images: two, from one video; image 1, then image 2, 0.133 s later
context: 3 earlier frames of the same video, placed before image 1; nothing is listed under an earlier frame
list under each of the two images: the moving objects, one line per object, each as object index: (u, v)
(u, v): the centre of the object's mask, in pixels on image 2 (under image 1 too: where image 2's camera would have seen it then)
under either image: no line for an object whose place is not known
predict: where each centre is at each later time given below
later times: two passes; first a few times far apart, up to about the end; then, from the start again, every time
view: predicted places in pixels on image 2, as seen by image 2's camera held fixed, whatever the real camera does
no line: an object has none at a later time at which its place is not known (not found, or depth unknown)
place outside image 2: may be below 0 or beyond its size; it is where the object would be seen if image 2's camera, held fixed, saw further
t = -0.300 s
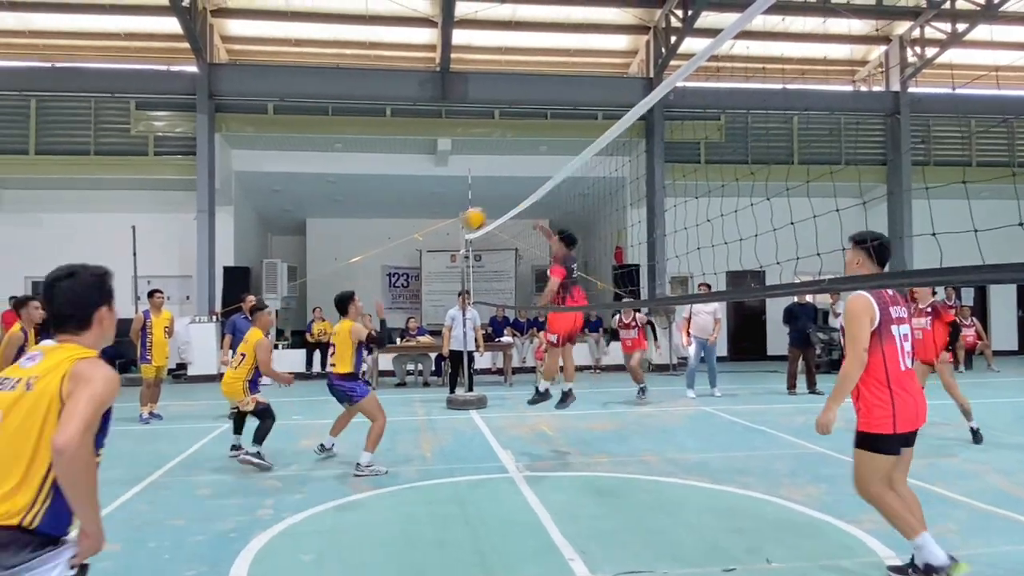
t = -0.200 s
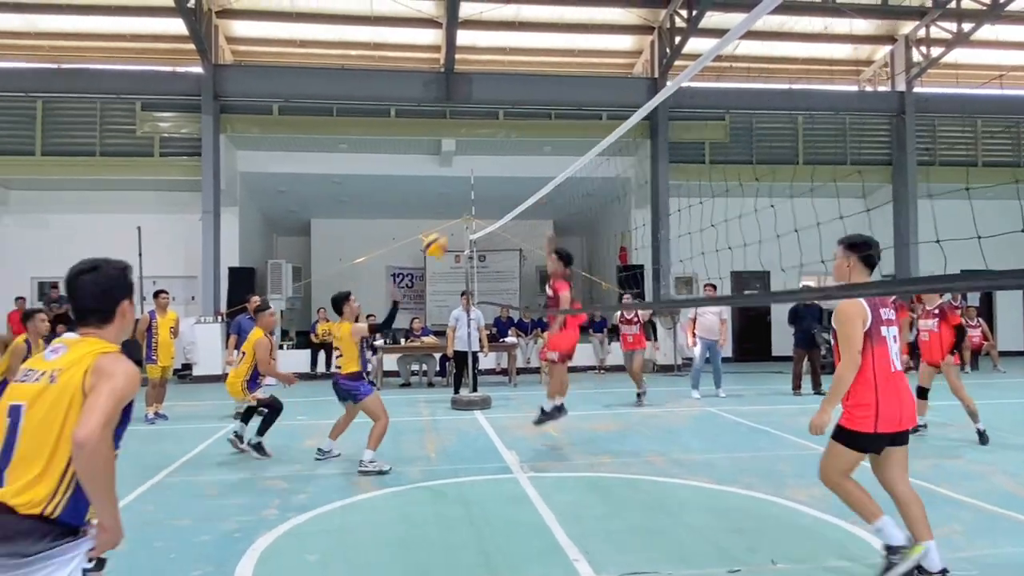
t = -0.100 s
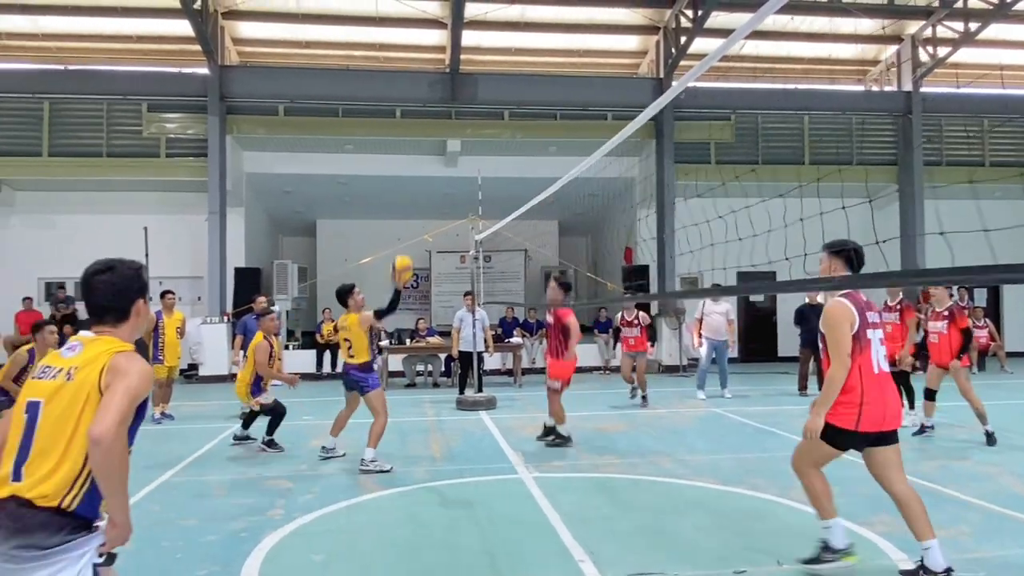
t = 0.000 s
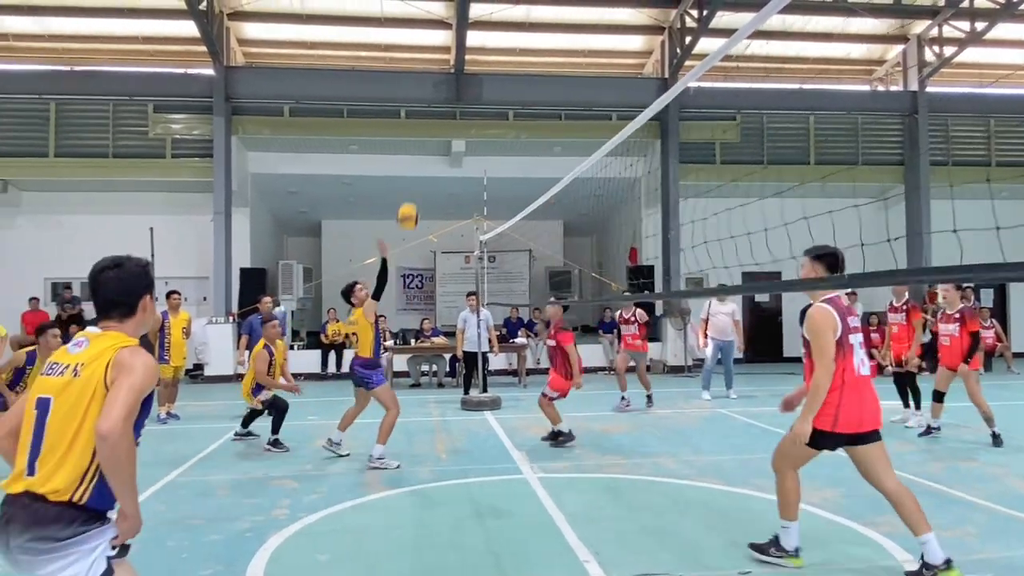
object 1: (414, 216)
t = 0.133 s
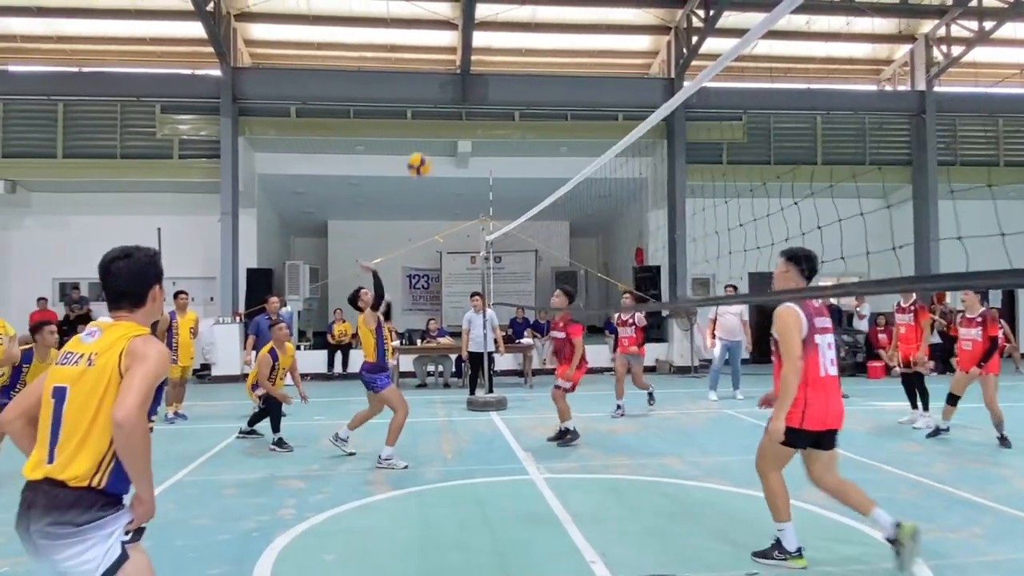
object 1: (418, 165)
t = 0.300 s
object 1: (424, 129)
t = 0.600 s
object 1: (434, 137)
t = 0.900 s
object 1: (442, 222)
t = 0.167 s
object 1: (420, 155)
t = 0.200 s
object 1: (421, 146)
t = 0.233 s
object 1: (422, 140)
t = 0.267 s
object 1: (423, 134)
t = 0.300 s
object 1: (424, 129)
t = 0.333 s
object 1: (425, 126)
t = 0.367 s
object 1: (426, 123)
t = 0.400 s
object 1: (427, 122)
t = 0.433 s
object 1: (428, 122)
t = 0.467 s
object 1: (429, 123)
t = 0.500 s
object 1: (430, 125)
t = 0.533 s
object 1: (432, 128)
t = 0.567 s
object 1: (433, 132)
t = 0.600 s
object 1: (434, 137)
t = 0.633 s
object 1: (435, 143)
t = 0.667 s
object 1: (436, 150)
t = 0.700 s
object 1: (437, 157)
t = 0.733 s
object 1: (439, 167)
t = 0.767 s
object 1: (440, 177)
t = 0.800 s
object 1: (441, 187)
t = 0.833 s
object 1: (441, 198)
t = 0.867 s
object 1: (442, 209)
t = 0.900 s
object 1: (442, 222)
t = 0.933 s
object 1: (443, 235)
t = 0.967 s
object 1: (446, 248)
